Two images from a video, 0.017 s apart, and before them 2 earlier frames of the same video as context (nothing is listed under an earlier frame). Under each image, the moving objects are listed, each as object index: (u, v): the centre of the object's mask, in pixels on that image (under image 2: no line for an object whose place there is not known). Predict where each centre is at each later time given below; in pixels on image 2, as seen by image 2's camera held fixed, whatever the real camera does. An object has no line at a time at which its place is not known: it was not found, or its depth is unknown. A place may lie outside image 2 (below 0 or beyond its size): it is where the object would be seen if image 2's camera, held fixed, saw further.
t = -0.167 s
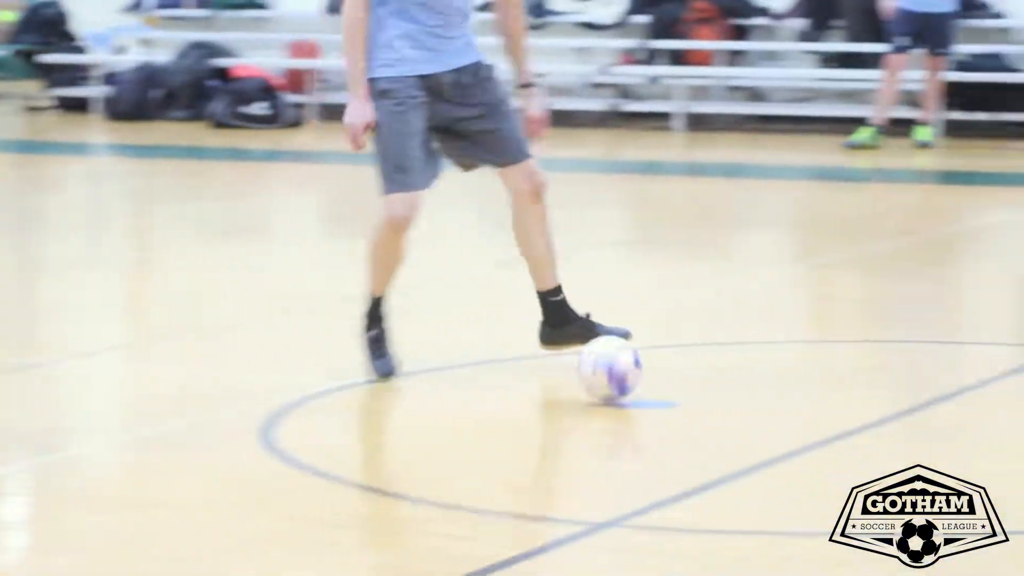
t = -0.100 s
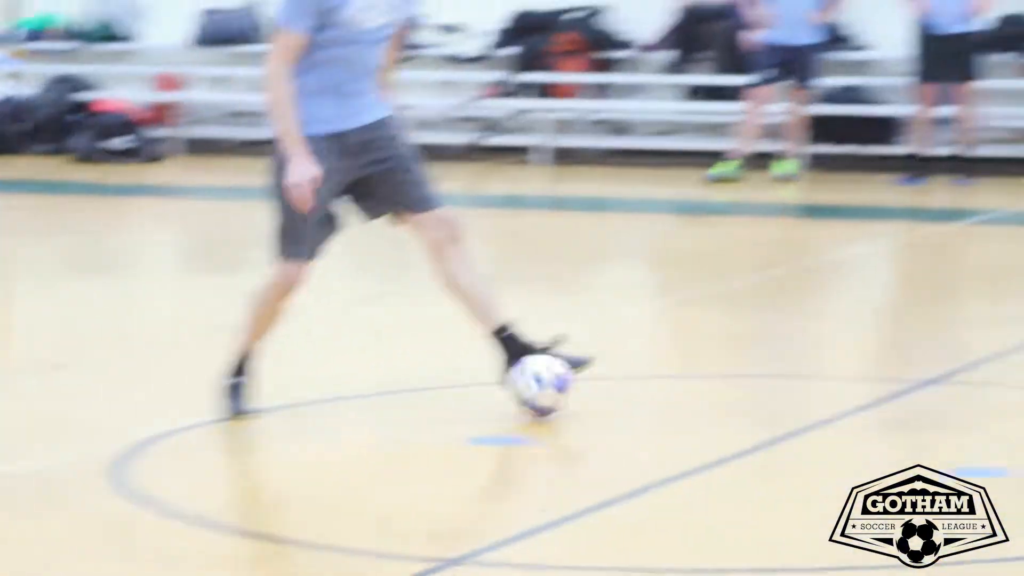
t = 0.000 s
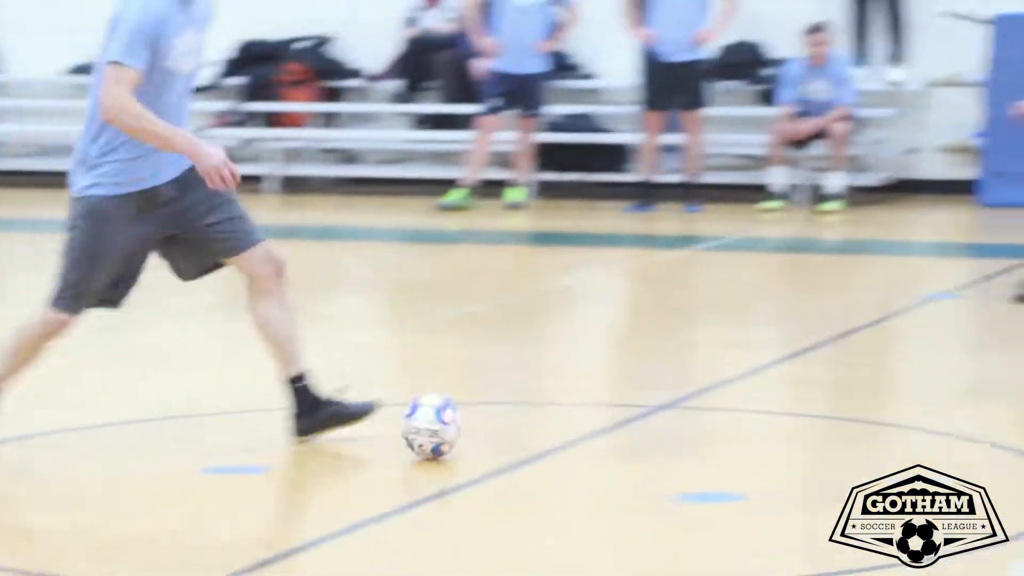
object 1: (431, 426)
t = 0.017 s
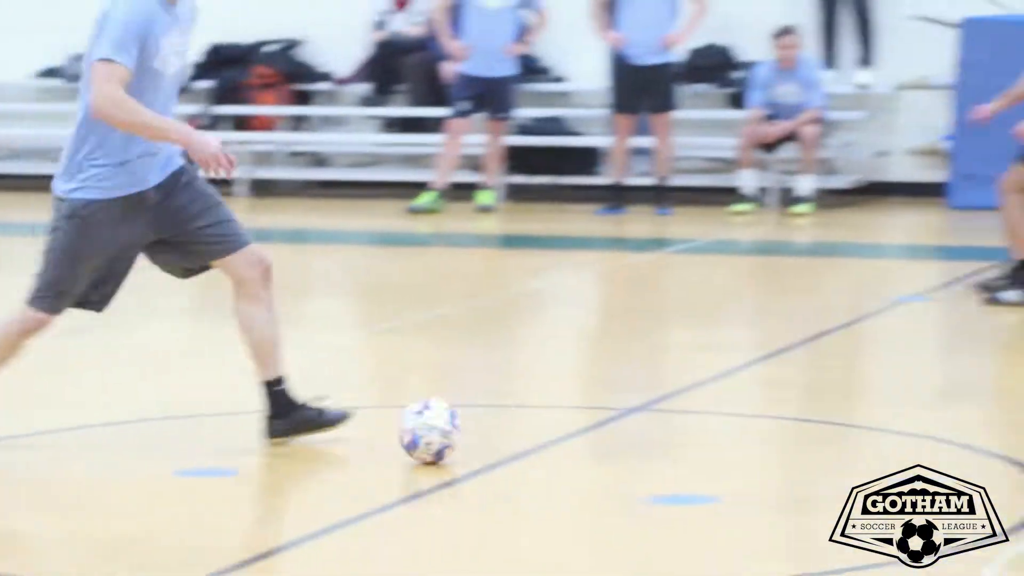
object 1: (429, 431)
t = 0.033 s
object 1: (454, 431)
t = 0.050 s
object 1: (479, 433)
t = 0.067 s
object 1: (504, 433)
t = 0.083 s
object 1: (530, 433)
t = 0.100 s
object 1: (554, 435)
